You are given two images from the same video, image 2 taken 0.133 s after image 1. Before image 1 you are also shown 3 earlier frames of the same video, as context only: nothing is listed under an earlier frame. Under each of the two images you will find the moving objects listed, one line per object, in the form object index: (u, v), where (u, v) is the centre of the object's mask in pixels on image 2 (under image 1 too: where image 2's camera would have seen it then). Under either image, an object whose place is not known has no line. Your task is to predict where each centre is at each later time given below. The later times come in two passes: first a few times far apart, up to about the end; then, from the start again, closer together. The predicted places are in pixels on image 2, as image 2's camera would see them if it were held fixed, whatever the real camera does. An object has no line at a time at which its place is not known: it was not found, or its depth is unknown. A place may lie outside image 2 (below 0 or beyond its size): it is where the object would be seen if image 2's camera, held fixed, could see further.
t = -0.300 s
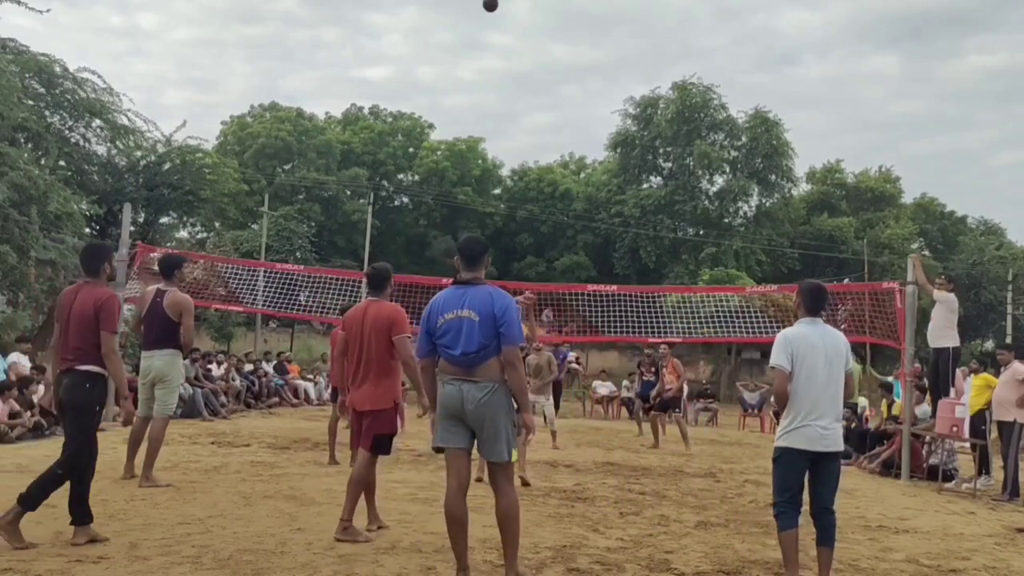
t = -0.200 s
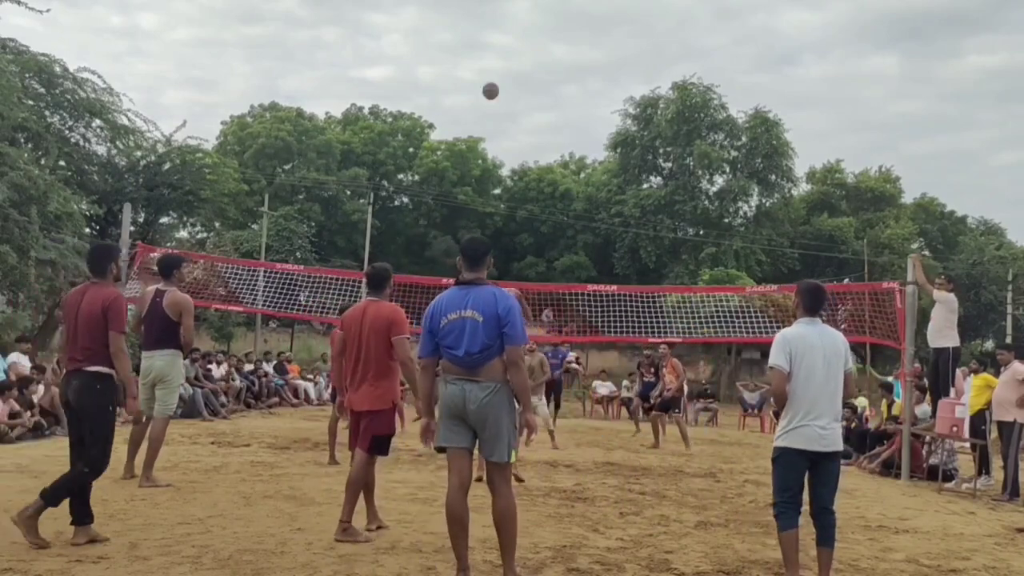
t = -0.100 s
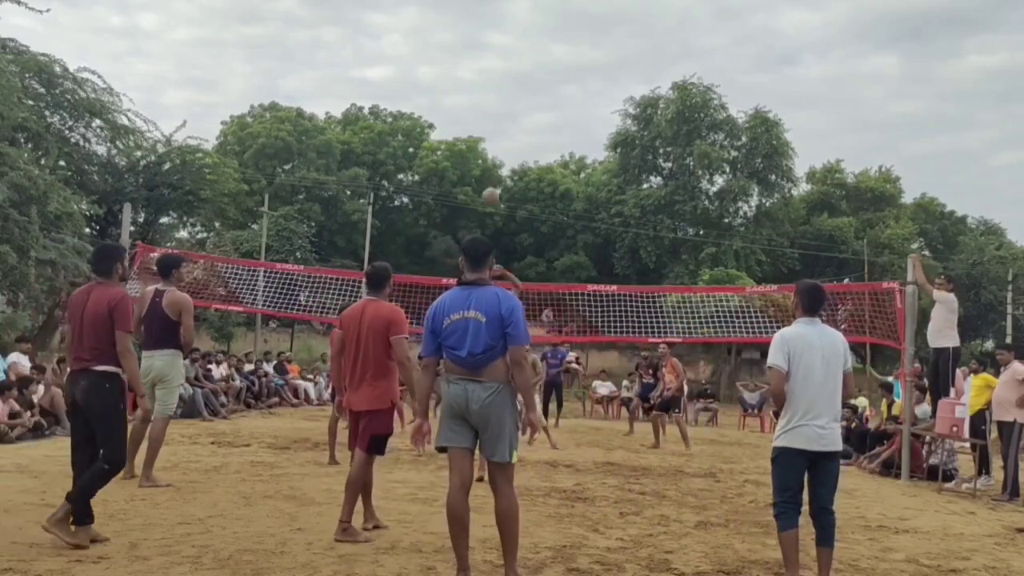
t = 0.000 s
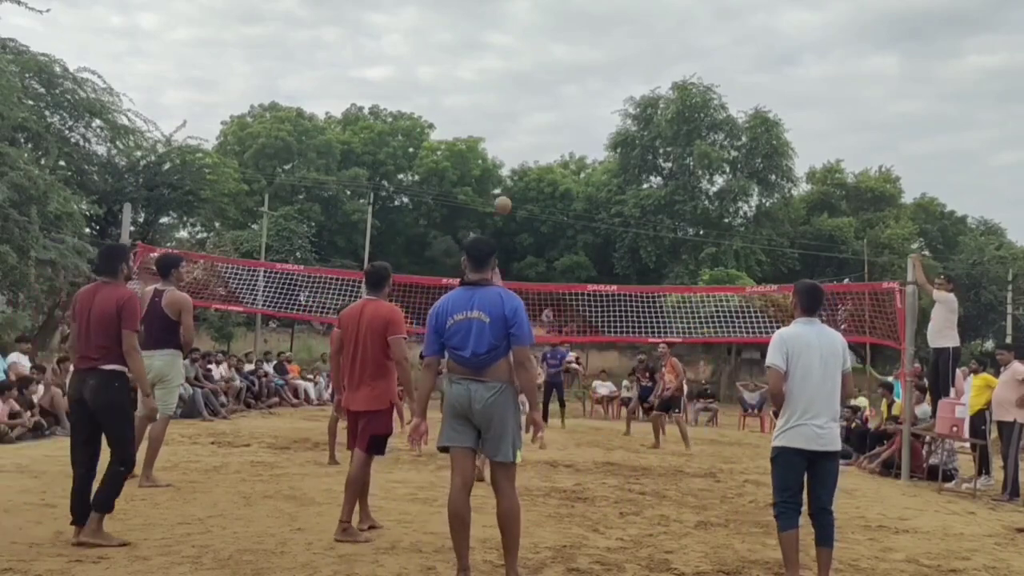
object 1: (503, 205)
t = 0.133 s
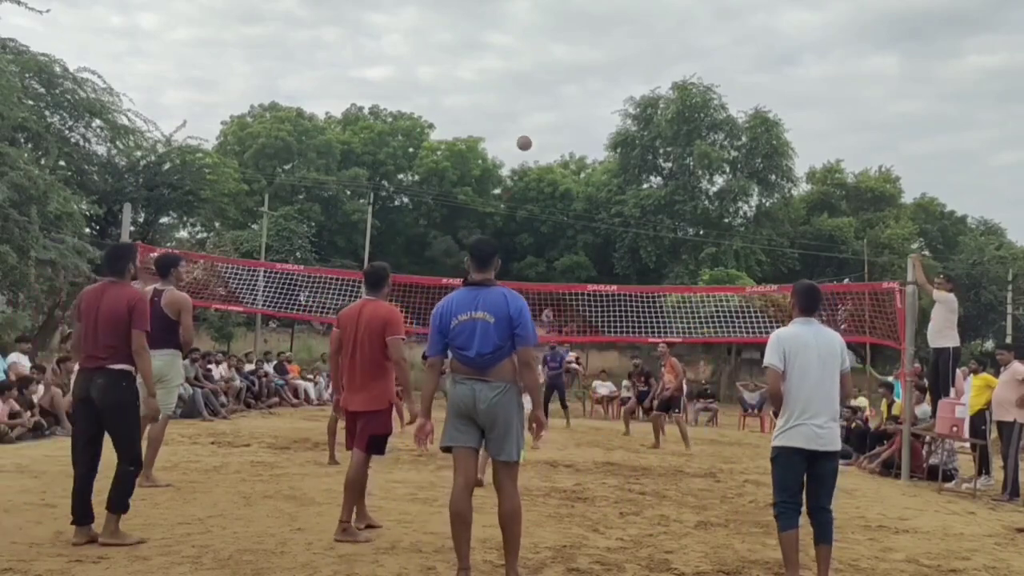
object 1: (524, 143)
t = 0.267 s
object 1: (542, 106)
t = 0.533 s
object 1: (570, 90)
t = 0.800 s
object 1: (590, 124)
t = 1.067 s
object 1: (604, 195)
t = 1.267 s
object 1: (612, 266)
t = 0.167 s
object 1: (529, 131)
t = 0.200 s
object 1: (534, 121)
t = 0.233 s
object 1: (538, 113)
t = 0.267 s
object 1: (542, 106)
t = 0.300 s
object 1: (546, 100)
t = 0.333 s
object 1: (550, 96)
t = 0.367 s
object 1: (554, 92)
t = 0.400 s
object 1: (557, 90)
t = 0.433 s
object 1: (561, 89)
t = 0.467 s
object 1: (564, 88)
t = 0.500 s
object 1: (567, 88)
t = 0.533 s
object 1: (570, 90)
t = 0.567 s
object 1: (573, 92)
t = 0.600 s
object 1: (576, 94)
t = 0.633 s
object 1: (579, 98)
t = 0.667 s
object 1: (581, 102)
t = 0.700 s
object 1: (583, 107)
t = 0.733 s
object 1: (586, 112)
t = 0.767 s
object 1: (588, 118)
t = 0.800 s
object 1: (590, 124)
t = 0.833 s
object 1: (592, 131)
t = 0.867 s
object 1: (594, 139)
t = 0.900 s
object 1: (596, 147)
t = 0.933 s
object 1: (598, 157)
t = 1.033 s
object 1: (603, 184)
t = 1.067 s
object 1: (604, 195)
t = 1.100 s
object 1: (606, 206)
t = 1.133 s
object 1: (607, 217)
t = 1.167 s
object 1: (608, 229)
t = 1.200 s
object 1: (609, 241)
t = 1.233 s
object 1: (610, 253)
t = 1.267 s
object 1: (612, 266)
